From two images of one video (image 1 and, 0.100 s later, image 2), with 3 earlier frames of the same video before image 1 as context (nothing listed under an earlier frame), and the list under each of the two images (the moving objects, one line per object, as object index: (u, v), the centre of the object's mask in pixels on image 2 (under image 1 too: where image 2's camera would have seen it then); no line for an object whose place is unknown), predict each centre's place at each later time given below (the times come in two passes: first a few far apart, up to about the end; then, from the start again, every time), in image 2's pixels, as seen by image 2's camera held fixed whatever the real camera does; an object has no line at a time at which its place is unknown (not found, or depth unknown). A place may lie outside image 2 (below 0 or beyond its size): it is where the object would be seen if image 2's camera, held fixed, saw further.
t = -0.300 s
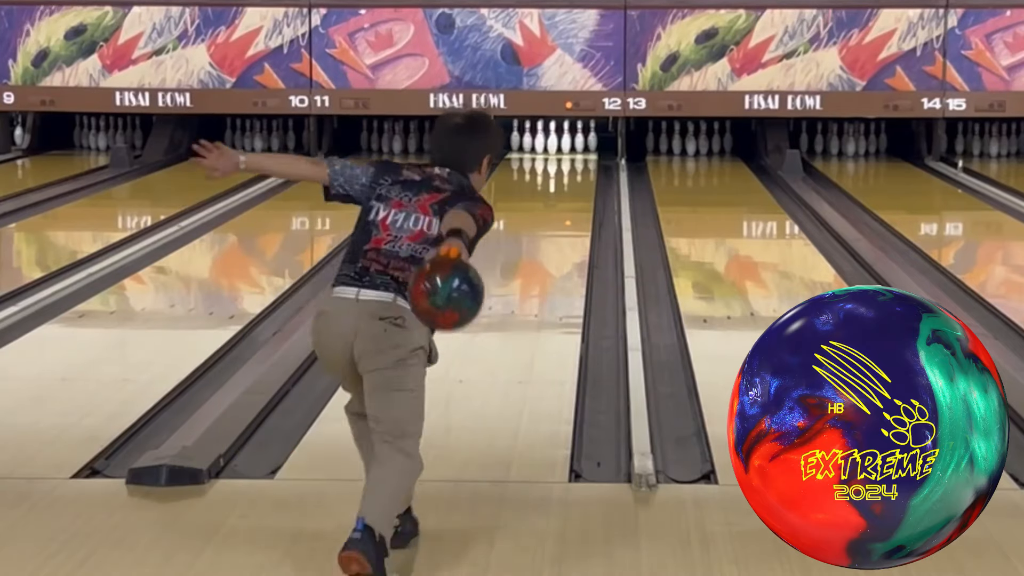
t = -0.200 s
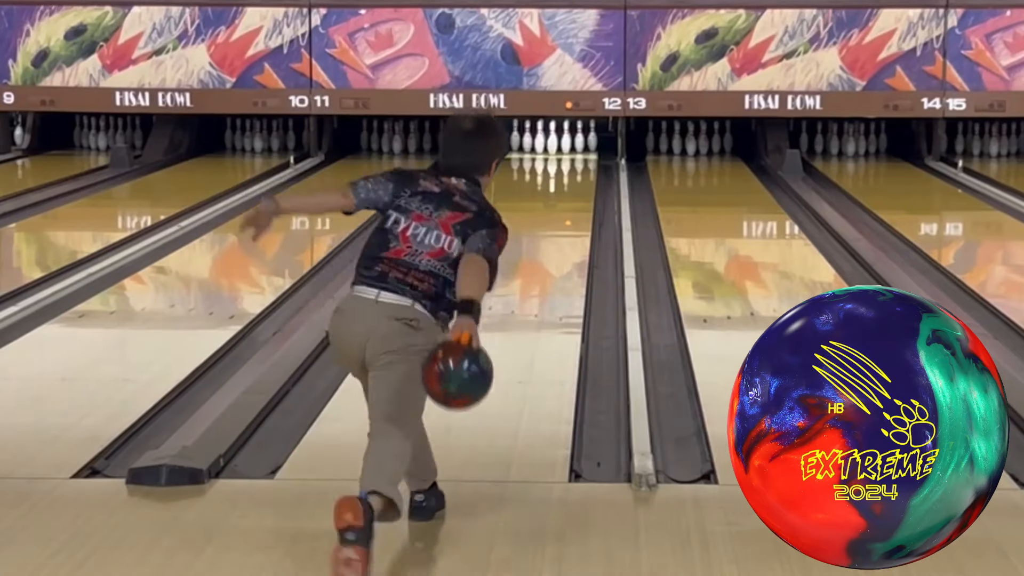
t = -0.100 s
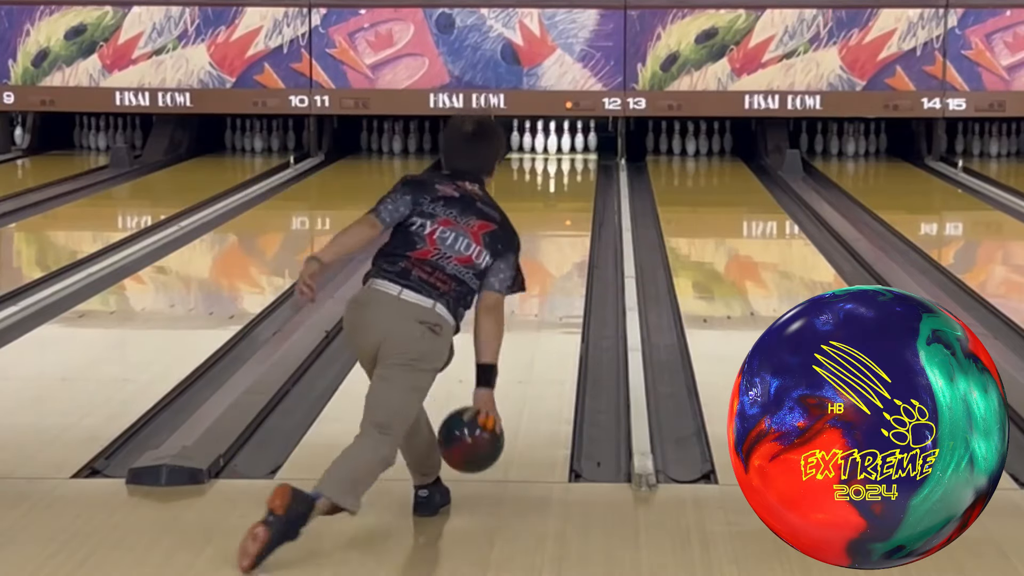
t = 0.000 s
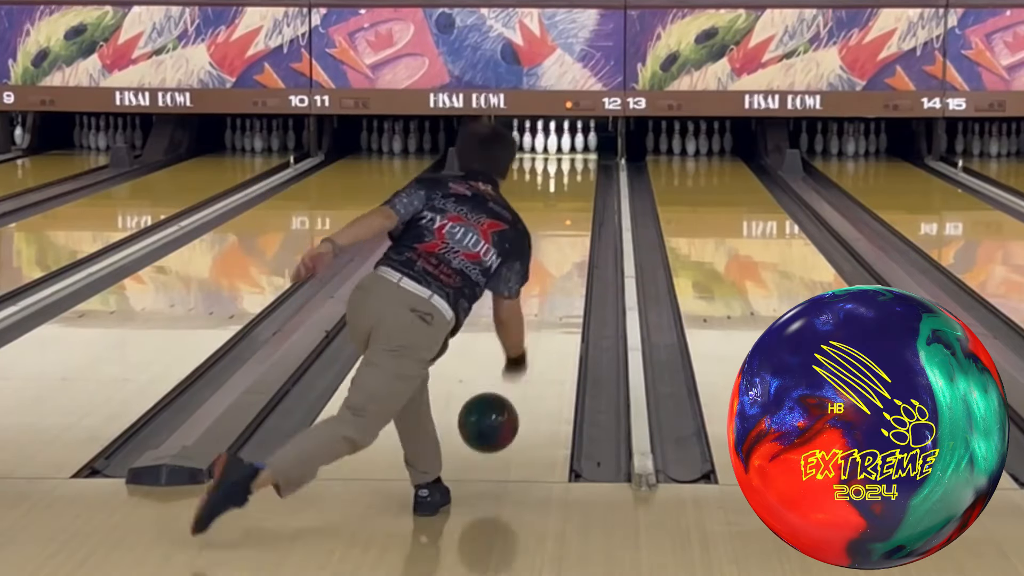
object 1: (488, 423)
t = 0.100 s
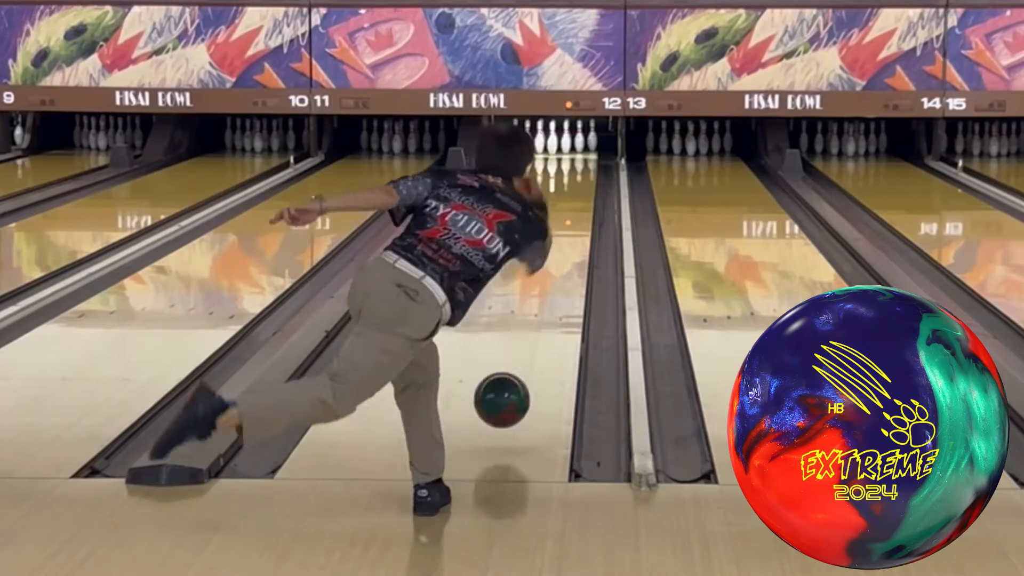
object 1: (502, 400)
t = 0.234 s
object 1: (516, 376)
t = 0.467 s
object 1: (535, 323)
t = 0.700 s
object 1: (550, 284)
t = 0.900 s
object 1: (558, 259)
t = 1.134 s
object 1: (563, 231)
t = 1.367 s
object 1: (567, 211)
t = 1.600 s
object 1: (571, 195)
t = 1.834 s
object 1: (573, 181)
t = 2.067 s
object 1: (572, 169)
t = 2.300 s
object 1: (569, 159)
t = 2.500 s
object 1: (564, 152)
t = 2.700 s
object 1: (557, 147)
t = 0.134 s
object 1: (506, 398)
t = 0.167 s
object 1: (509, 396)
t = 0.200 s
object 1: (513, 385)
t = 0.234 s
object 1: (516, 376)
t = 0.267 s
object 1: (519, 369)
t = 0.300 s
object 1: (522, 360)
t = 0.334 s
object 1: (525, 352)
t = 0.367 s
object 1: (527, 344)
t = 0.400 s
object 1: (530, 337)
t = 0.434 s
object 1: (532, 330)
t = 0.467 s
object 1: (535, 323)
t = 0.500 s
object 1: (537, 317)
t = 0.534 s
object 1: (539, 311)
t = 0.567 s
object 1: (541, 305)
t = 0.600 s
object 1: (542, 299)
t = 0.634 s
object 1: (544, 295)
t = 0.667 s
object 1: (548, 290)
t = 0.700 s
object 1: (550, 284)
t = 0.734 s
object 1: (551, 280)
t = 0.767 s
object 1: (552, 276)
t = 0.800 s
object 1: (554, 272)
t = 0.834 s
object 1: (555, 268)
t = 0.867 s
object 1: (556, 263)
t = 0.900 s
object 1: (558, 259)
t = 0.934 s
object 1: (559, 254)
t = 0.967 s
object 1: (559, 250)
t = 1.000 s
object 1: (560, 246)
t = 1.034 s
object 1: (561, 242)
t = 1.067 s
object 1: (561, 239)
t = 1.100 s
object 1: (562, 235)
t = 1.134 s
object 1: (563, 231)
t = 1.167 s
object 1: (563, 228)
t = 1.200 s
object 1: (564, 225)
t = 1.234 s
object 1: (565, 222)
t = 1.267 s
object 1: (565, 219)
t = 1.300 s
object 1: (566, 217)
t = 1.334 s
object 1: (567, 214)
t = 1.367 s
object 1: (567, 211)
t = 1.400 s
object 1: (568, 209)
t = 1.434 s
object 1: (568, 206)
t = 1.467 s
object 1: (569, 204)
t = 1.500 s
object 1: (569, 202)
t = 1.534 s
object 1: (570, 200)
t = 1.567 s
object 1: (570, 197)
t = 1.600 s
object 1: (571, 195)
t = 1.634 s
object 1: (571, 193)
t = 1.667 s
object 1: (571, 191)
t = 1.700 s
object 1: (571, 188)
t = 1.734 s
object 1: (572, 187)
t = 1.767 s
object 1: (572, 185)
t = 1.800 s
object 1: (572, 182)
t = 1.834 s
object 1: (573, 181)
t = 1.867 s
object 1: (573, 179)
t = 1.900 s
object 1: (573, 177)
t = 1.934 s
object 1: (573, 175)
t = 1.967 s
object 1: (573, 174)
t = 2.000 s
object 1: (573, 172)
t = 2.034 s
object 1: (573, 170)
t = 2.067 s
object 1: (572, 169)
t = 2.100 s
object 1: (572, 167)
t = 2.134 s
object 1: (572, 166)
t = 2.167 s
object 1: (572, 164)
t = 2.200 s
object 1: (571, 163)
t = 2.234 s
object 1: (571, 162)
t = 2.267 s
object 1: (570, 160)
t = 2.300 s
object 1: (569, 159)
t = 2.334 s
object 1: (568, 158)
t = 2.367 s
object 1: (568, 156)
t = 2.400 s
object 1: (567, 155)
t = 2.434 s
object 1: (566, 154)
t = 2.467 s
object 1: (566, 153)
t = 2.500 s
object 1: (564, 152)
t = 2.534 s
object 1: (563, 151)
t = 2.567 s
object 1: (562, 150)
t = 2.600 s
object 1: (560, 149)
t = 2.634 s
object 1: (558, 149)
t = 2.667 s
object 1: (557, 147)
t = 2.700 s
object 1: (557, 147)
